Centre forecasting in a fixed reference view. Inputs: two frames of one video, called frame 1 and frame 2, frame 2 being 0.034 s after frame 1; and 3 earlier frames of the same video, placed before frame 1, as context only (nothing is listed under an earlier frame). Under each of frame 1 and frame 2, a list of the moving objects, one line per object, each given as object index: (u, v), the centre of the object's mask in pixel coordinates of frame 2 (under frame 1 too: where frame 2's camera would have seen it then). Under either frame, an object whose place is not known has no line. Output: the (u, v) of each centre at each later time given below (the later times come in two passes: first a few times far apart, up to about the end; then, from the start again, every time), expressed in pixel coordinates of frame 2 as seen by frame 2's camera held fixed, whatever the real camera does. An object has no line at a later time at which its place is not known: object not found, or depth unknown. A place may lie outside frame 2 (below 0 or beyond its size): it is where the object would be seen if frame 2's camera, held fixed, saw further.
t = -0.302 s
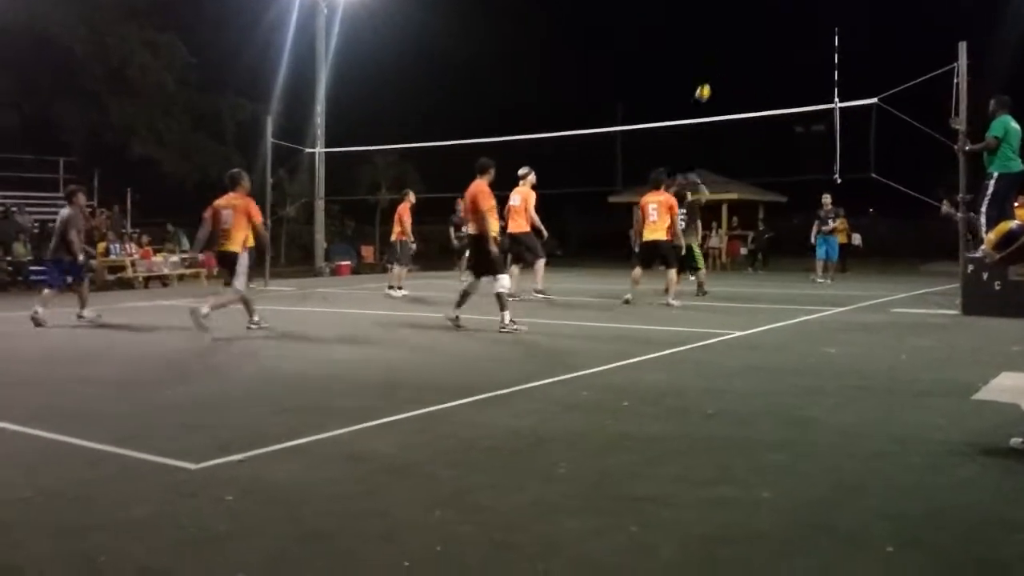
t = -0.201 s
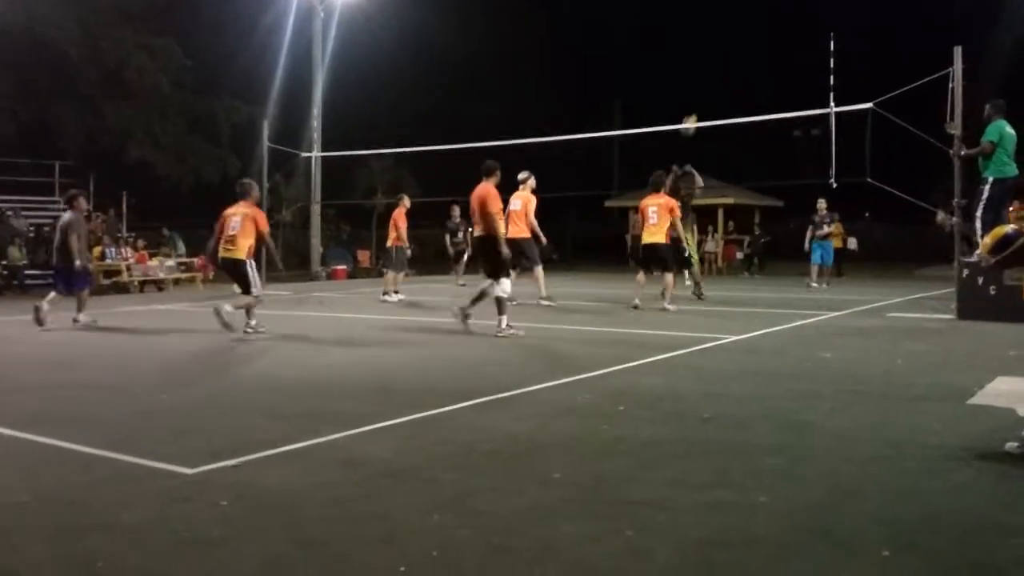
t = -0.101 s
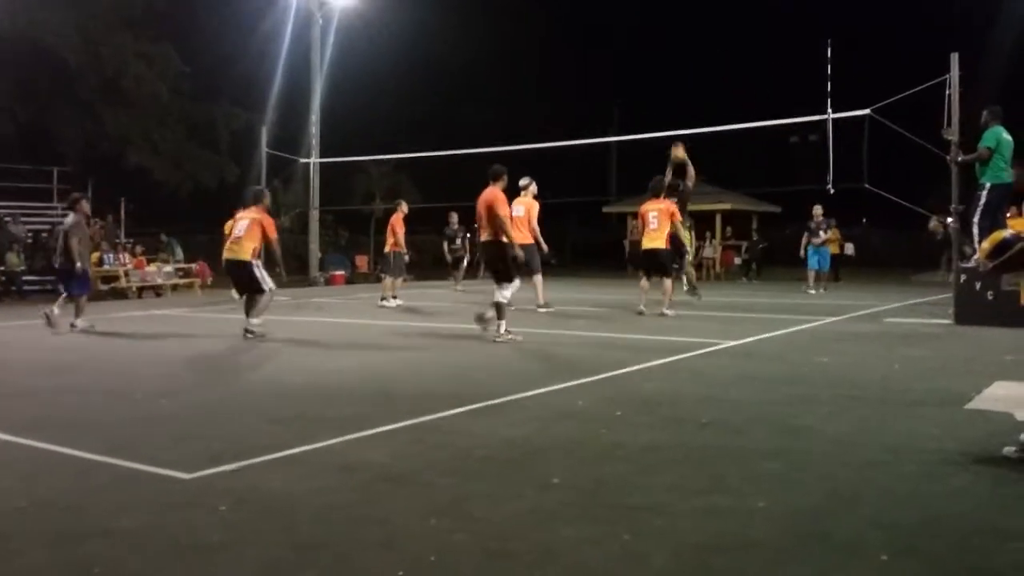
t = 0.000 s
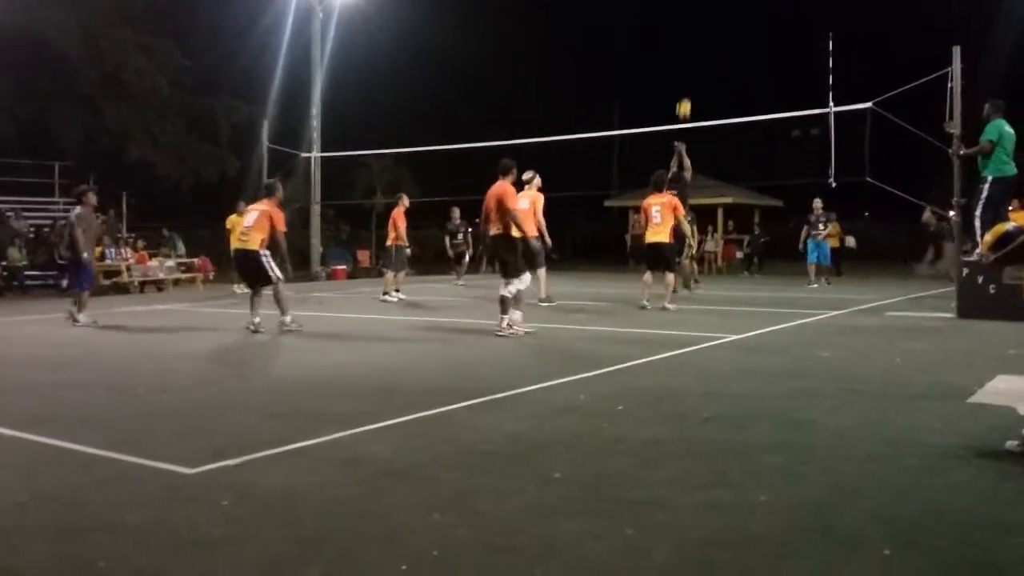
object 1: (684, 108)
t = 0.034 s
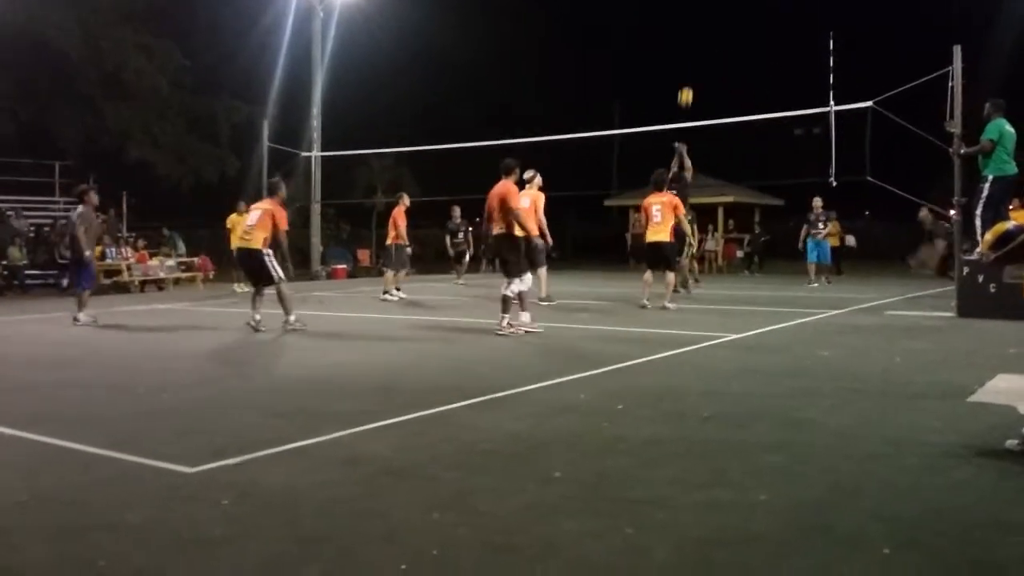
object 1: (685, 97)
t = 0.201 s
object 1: (694, 45)
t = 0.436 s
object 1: (705, 19)
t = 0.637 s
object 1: (714, 24)
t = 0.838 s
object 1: (723, 56)
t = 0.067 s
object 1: (687, 86)
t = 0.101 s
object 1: (688, 76)
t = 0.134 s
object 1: (691, 59)
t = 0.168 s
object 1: (693, 52)
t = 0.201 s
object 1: (694, 45)
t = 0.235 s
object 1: (696, 39)
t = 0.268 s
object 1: (698, 34)
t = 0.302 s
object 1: (700, 29)
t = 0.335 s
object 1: (701, 26)
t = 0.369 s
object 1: (702, 23)
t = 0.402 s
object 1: (703, 20)
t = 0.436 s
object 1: (705, 19)
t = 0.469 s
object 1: (706, 18)
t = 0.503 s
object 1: (708, 18)
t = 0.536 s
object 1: (710, 19)
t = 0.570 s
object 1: (711, 20)
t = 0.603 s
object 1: (713, 21)
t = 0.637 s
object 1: (714, 24)
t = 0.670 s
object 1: (716, 27)
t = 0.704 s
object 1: (717, 31)
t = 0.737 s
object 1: (718, 36)
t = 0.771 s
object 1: (720, 42)
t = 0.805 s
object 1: (721, 49)
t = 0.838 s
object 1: (723, 56)
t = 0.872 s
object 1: (724, 63)
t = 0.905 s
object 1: (726, 72)
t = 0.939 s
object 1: (727, 81)
